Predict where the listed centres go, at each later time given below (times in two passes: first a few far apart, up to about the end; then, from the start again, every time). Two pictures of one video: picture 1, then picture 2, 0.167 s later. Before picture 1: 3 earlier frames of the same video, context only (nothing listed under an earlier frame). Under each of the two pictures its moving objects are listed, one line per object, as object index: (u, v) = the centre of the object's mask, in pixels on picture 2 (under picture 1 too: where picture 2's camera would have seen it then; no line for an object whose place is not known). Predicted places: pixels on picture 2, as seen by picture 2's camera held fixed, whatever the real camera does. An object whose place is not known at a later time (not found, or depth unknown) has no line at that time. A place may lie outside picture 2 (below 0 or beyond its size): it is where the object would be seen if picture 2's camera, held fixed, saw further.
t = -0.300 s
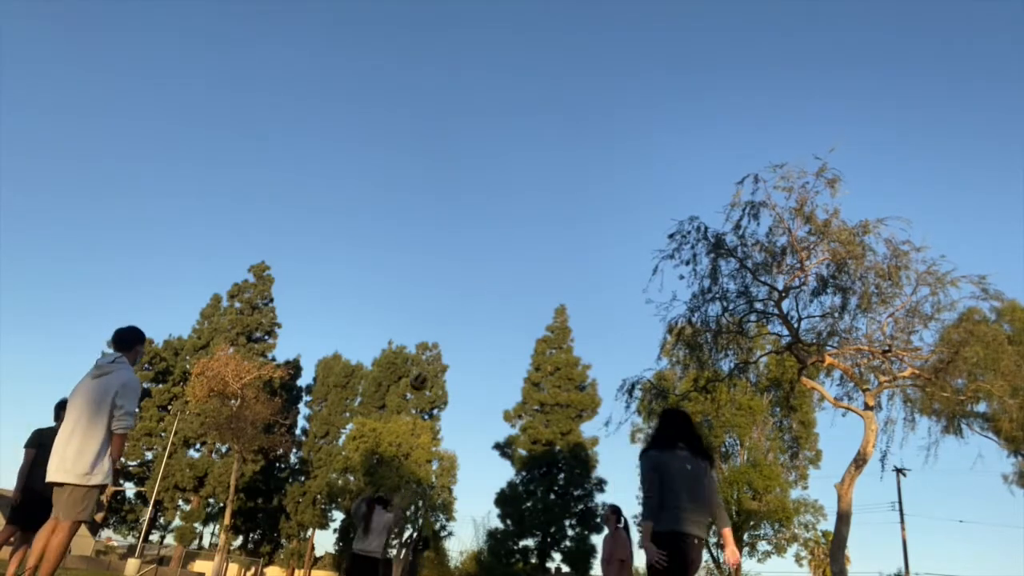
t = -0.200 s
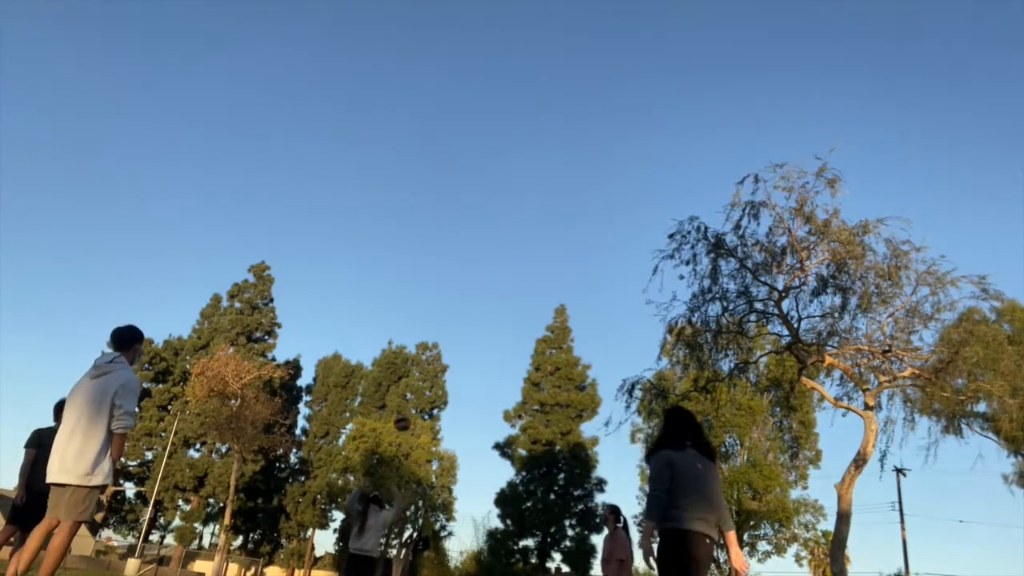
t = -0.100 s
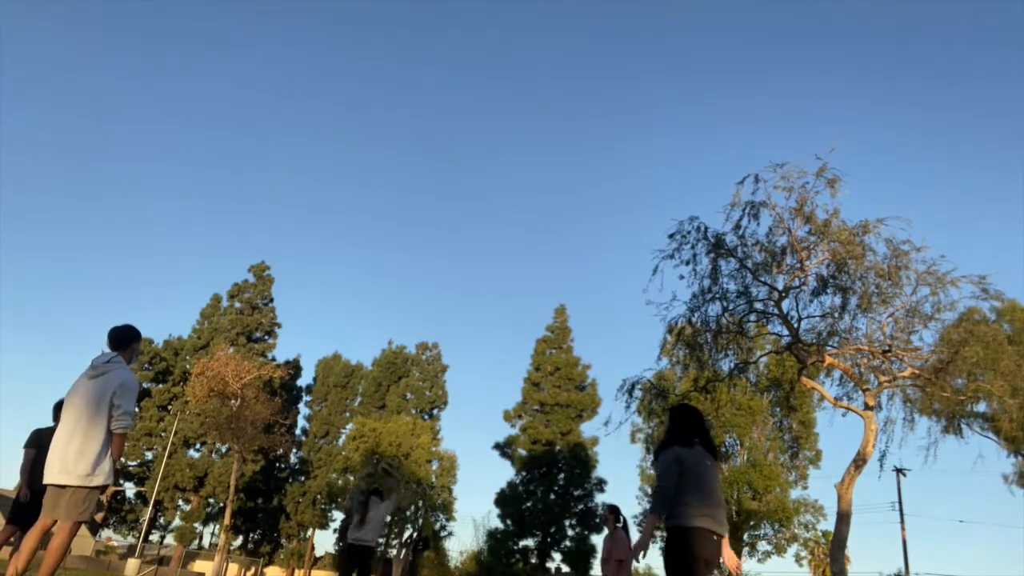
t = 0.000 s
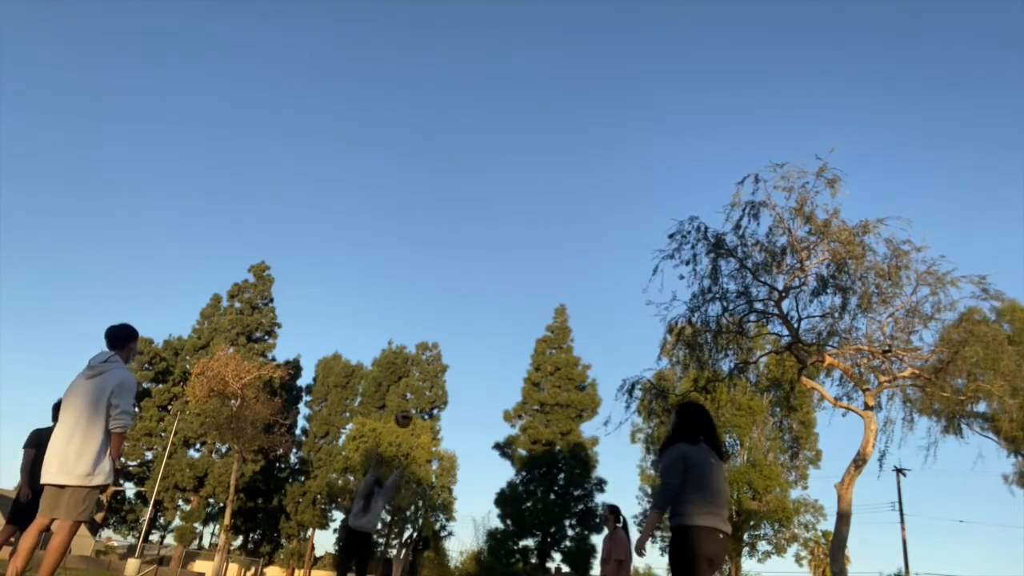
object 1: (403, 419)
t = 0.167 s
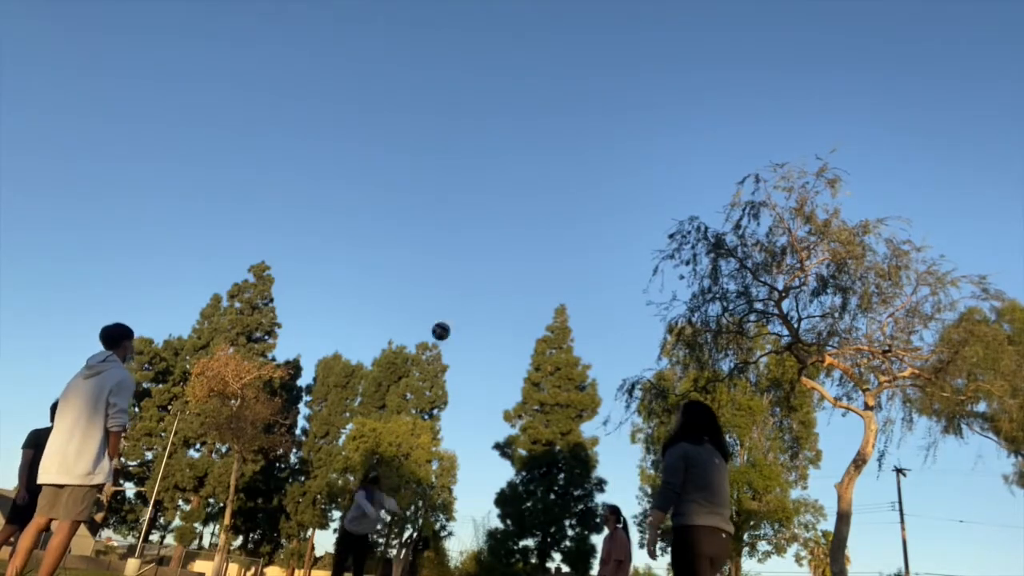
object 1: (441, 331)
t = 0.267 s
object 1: (461, 289)
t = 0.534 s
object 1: (515, 210)
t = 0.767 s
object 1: (563, 185)
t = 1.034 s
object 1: (626, 220)
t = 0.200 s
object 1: (448, 316)
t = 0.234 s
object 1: (454, 302)
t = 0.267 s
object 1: (461, 289)
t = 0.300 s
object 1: (468, 276)
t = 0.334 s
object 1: (475, 264)
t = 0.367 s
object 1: (481, 253)
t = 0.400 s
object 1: (488, 243)
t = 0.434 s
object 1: (495, 233)
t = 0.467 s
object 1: (501, 225)
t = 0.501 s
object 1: (508, 217)
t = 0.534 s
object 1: (515, 210)
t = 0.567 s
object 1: (521, 204)
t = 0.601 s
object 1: (528, 199)
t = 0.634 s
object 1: (535, 194)
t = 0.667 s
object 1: (542, 191)
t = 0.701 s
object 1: (549, 188)
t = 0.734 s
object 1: (556, 186)
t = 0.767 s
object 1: (563, 185)
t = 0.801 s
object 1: (571, 185)
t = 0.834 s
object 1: (578, 186)
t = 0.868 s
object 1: (586, 188)
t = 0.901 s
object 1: (593, 192)
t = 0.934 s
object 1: (601, 197)
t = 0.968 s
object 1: (609, 203)
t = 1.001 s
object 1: (618, 211)
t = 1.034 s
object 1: (626, 220)
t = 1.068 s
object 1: (635, 230)
